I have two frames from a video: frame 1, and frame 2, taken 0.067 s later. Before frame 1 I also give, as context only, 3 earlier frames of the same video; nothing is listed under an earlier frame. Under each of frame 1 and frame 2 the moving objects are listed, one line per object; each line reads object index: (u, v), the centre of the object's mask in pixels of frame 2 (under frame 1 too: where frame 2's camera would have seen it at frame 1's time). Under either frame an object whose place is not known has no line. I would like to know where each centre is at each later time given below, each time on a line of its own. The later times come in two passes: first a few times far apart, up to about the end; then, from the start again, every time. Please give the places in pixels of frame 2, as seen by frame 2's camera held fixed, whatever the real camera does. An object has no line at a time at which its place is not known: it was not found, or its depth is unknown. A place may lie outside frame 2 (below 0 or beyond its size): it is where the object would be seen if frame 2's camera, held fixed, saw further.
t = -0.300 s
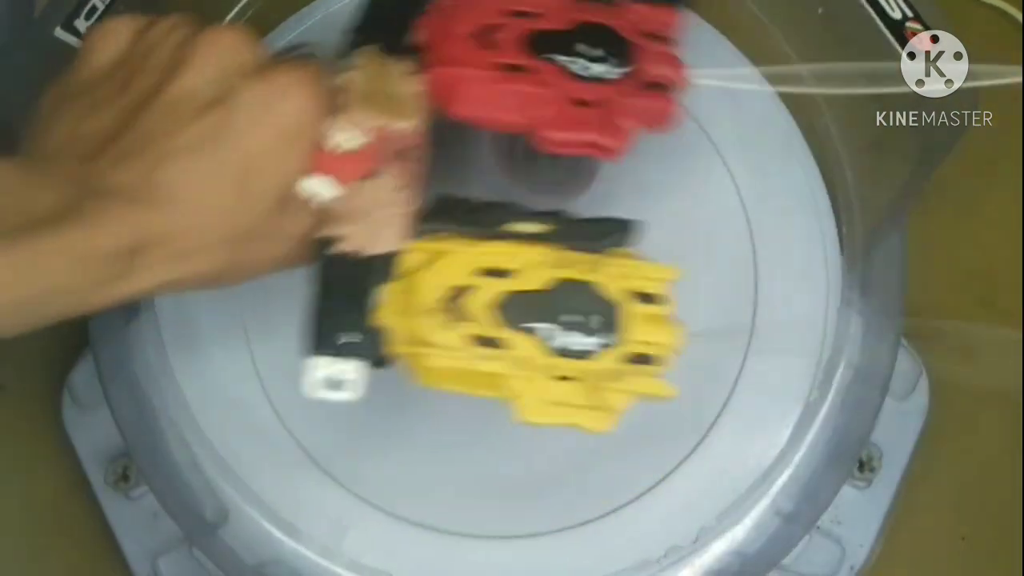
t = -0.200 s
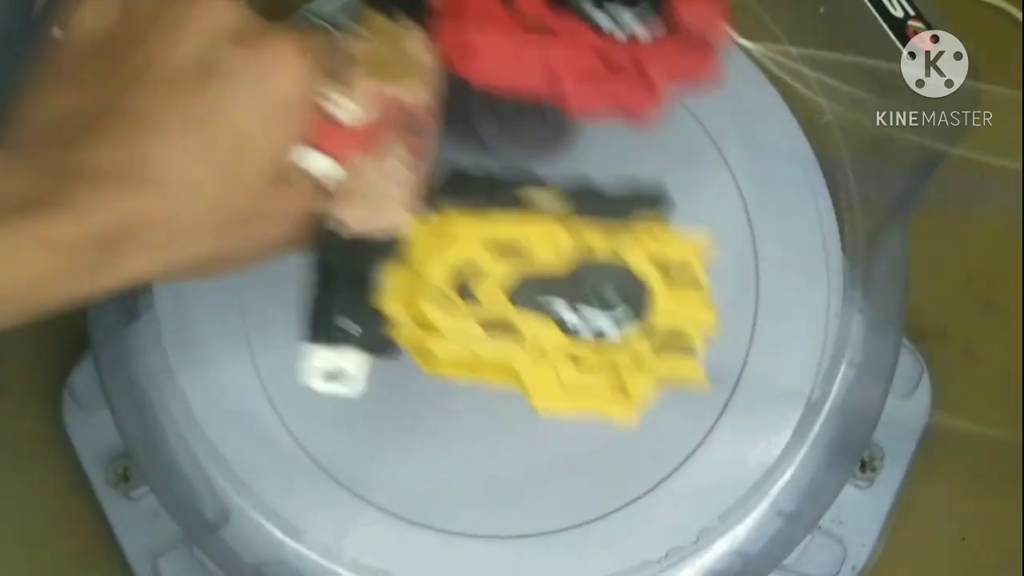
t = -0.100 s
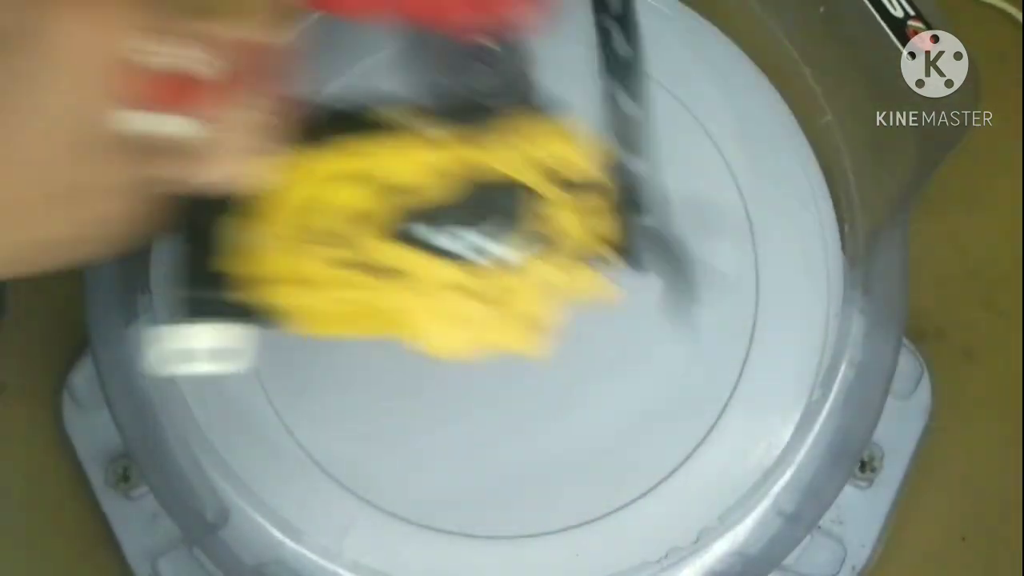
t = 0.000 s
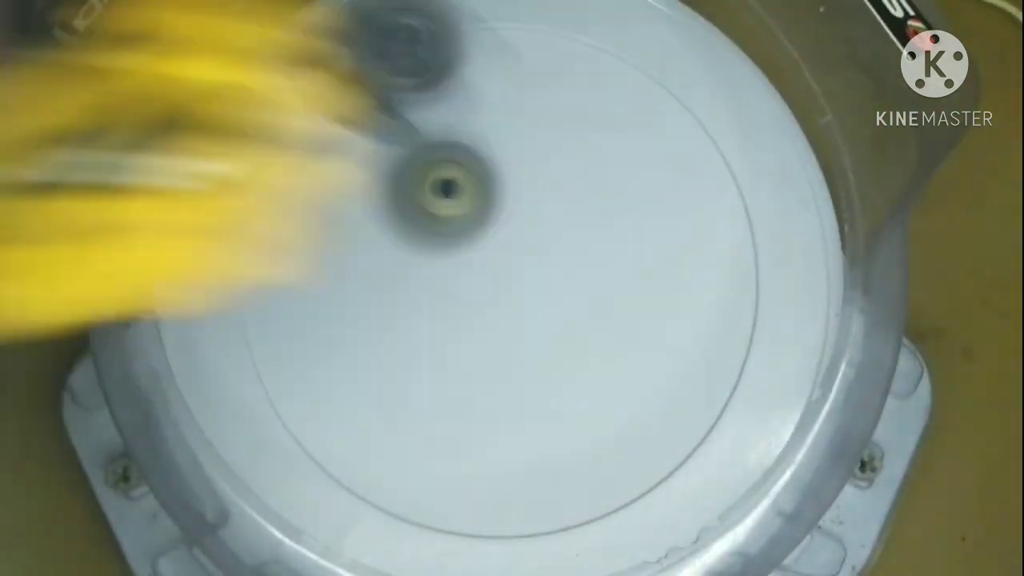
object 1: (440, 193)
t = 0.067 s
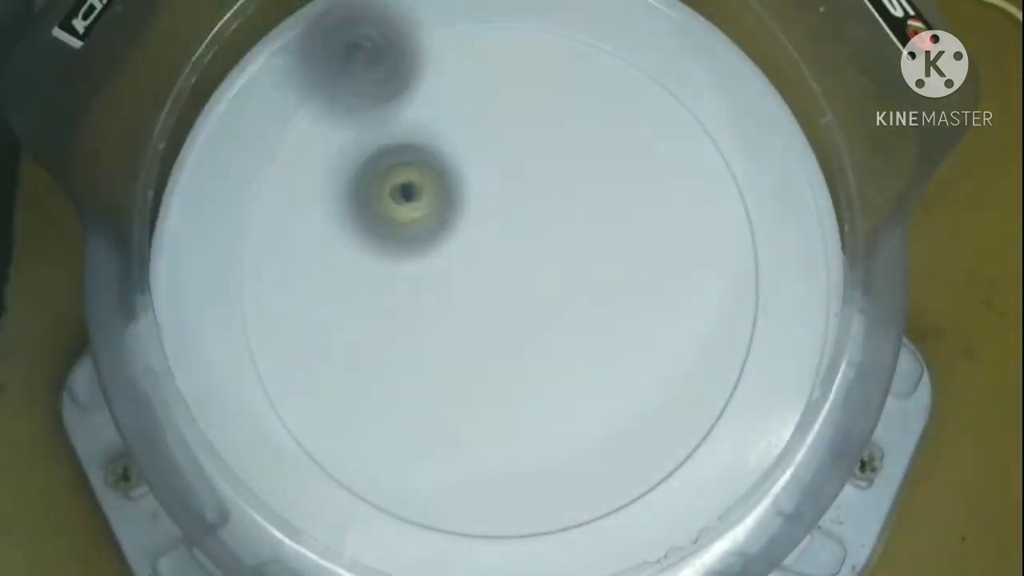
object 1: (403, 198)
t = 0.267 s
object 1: (424, 381)
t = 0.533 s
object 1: (689, 291)
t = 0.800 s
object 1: (686, 151)
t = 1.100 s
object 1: (586, 169)
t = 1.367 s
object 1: (682, 372)
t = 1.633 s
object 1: (673, 307)
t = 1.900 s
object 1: (530, 406)
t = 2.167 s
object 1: (541, 465)
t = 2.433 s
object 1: (432, 326)
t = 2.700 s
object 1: (305, 353)
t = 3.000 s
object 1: (349, 255)
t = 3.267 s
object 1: (280, 175)
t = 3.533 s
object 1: (380, 175)
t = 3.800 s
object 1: (474, 80)
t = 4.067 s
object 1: (506, 99)
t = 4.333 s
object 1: (622, 69)
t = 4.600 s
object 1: (595, 134)
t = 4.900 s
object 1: (660, 284)
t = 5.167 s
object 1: (700, 353)
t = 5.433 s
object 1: (590, 358)
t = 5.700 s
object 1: (441, 382)
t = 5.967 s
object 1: (366, 395)
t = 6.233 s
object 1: (383, 300)
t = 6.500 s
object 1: (393, 175)
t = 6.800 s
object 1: (415, 122)
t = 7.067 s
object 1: (522, 161)
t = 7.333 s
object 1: (631, 178)
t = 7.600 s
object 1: (638, 222)
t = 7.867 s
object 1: (595, 324)
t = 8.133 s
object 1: (554, 397)
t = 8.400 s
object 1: (482, 370)
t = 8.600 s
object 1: (418, 328)
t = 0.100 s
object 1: (388, 207)
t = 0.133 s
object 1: (376, 218)
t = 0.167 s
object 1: (374, 264)
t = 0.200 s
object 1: (383, 312)
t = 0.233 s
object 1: (398, 349)
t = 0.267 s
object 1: (424, 381)
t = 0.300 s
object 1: (461, 400)
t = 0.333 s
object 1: (501, 412)
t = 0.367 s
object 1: (545, 412)
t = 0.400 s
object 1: (585, 404)
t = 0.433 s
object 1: (621, 384)
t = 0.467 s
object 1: (652, 358)
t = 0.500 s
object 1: (675, 332)
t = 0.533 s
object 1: (689, 291)
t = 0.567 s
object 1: (693, 253)
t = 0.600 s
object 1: (687, 216)
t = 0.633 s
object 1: (667, 183)
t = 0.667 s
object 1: (644, 156)
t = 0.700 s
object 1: (626, 140)
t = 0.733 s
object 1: (650, 144)
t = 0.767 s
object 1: (671, 150)
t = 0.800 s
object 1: (686, 151)
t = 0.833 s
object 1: (688, 148)
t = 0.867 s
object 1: (687, 138)
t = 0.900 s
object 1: (680, 127)
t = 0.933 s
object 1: (669, 122)
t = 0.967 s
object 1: (653, 121)
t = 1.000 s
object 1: (636, 125)
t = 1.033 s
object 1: (618, 135)
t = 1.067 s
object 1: (599, 152)
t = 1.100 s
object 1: (586, 169)
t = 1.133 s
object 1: (577, 197)
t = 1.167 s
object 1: (581, 236)
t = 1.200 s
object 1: (590, 271)
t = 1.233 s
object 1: (601, 297)
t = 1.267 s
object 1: (617, 322)
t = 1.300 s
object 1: (637, 344)
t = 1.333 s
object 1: (658, 360)
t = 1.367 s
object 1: (682, 372)
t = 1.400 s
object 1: (708, 384)
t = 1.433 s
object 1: (725, 375)
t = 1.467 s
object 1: (724, 350)
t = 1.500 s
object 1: (722, 333)
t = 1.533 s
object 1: (720, 322)
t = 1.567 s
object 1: (709, 314)
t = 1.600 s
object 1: (693, 307)
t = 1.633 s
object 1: (673, 307)
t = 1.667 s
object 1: (651, 310)
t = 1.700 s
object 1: (628, 316)
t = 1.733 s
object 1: (606, 325)
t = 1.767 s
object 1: (586, 338)
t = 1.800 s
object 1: (568, 353)
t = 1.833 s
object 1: (554, 368)
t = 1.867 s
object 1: (540, 387)
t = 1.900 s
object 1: (530, 406)
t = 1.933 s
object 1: (524, 423)
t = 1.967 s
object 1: (522, 440)
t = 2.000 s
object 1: (522, 456)
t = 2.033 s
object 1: (524, 468)
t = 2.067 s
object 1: (528, 476)
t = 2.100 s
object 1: (533, 479)
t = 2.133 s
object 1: (539, 476)
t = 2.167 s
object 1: (541, 465)
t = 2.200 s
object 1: (541, 448)
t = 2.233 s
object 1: (537, 428)
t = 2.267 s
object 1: (528, 406)
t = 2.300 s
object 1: (516, 386)
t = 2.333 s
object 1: (499, 367)
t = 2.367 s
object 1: (479, 349)
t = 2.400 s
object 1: (457, 337)
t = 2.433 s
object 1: (432, 326)
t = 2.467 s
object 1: (409, 320)
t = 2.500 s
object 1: (385, 317)
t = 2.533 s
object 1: (364, 317)
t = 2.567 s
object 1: (345, 320)
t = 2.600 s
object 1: (330, 325)
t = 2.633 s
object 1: (316, 332)
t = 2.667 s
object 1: (307, 342)
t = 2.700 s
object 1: (305, 353)
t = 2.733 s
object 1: (309, 361)
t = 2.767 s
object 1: (319, 366)
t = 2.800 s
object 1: (335, 366)
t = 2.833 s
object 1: (353, 359)
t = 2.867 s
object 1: (369, 347)
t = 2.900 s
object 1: (383, 329)
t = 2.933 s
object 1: (370, 298)
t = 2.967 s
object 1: (360, 273)
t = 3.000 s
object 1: (349, 255)
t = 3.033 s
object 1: (340, 238)
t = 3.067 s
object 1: (330, 222)
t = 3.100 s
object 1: (320, 207)
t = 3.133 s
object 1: (311, 196)
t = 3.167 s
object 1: (301, 186)
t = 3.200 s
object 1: (293, 180)
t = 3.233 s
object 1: (285, 176)
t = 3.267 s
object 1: (280, 175)
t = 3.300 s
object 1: (280, 176)
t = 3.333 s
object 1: (285, 180)
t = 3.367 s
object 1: (297, 184)
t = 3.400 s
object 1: (313, 187)
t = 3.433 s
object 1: (330, 190)
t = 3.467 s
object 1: (352, 190)
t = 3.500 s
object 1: (370, 185)
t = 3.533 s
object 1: (380, 175)
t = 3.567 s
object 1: (395, 164)
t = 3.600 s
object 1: (408, 152)
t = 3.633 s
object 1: (420, 139)
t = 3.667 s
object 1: (434, 125)
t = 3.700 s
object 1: (446, 112)
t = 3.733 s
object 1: (456, 99)
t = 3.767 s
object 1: (468, 89)
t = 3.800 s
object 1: (474, 80)
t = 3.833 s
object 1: (478, 70)
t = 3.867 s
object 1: (483, 64)
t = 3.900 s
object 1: (486, 61)
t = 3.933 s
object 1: (488, 61)
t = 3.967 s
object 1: (489, 66)
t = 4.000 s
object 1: (491, 74)
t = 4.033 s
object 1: (498, 86)
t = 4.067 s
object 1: (506, 99)
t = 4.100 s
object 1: (516, 111)
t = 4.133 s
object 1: (528, 125)
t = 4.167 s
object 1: (541, 133)
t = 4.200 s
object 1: (567, 117)
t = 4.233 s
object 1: (588, 102)
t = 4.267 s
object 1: (603, 89)
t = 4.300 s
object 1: (613, 79)
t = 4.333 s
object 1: (622, 69)
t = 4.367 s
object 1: (625, 59)
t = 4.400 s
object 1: (618, 60)
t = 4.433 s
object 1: (604, 70)
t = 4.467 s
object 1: (593, 80)
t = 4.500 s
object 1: (590, 91)
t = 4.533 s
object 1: (590, 102)
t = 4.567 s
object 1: (592, 116)
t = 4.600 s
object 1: (595, 134)
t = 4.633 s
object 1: (598, 152)
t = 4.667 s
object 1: (605, 169)
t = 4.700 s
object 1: (611, 187)
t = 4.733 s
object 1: (619, 204)
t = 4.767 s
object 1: (626, 222)
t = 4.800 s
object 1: (634, 238)
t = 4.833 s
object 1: (643, 254)
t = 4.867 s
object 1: (651, 269)
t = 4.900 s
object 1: (660, 284)
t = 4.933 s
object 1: (668, 297)
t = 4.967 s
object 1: (677, 310)
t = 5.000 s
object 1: (686, 321)
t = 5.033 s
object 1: (695, 332)
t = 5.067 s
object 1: (701, 340)
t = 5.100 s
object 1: (705, 345)
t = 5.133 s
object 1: (703, 350)
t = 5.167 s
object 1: (700, 353)
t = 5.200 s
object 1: (693, 354)
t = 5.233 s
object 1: (686, 355)
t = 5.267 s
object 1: (673, 357)
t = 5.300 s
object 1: (659, 357)
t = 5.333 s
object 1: (644, 356)
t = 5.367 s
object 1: (627, 358)
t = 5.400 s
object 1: (608, 358)
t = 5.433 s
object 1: (590, 358)
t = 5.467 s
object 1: (571, 360)
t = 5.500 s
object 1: (551, 362)
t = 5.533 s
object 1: (532, 365)
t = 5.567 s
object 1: (512, 368)
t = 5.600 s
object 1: (492, 371)
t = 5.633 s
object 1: (475, 374)
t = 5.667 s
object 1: (458, 378)
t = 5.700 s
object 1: (441, 382)
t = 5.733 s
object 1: (425, 387)
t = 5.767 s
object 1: (411, 392)
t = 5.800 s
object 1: (398, 396)
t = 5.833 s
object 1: (388, 399)
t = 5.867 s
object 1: (379, 400)
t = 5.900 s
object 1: (371, 401)
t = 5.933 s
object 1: (367, 399)
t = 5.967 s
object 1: (366, 395)
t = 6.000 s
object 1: (366, 388)
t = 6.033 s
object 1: (367, 379)
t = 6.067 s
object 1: (369, 369)
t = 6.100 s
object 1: (372, 357)
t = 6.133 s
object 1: (375, 345)
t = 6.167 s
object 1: (378, 331)
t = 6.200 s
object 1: (380, 316)
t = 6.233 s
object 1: (383, 300)
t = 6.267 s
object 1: (385, 283)
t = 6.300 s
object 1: (387, 267)
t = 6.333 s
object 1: (389, 250)
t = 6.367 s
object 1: (389, 234)
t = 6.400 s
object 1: (390, 219)
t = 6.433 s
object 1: (391, 203)
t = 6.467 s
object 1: (391, 188)
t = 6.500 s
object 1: (393, 175)
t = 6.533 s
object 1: (393, 160)
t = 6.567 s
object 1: (392, 150)
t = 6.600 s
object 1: (393, 139)
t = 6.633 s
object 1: (394, 131)
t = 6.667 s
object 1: (395, 124)
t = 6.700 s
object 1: (397, 120)
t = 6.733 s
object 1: (399, 118)
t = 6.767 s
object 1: (407, 120)
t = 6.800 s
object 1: (415, 122)
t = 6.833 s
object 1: (424, 126)
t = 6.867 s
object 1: (436, 130)
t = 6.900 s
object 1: (449, 135)
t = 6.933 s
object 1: (462, 139)
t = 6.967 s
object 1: (476, 146)
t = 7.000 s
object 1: (490, 151)
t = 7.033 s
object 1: (506, 156)
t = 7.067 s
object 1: (522, 161)
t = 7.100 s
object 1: (538, 164)
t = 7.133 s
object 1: (554, 167)
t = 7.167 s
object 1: (569, 170)
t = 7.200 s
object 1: (584, 172)
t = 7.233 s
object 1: (598, 174)
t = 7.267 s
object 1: (610, 175)
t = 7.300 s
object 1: (622, 177)
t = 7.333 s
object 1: (631, 178)
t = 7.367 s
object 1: (641, 180)
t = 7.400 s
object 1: (646, 182)
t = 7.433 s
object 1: (649, 186)
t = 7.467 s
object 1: (650, 190)
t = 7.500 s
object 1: (650, 197)
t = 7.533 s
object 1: (647, 204)
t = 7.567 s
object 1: (643, 213)
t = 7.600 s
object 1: (638, 222)
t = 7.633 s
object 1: (633, 233)
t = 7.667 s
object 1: (628, 244)
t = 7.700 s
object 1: (623, 257)
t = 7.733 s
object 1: (618, 270)
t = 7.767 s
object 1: (612, 283)
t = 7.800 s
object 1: (606, 295)
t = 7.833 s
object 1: (601, 310)
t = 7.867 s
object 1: (595, 324)
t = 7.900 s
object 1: (590, 335)
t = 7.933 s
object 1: (585, 349)
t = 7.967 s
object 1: (580, 360)
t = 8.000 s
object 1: (575, 371)
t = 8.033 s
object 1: (571, 380)
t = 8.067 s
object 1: (565, 388)
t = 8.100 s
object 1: (560, 393)
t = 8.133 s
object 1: (554, 397)
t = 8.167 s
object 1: (547, 400)
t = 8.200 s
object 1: (539, 399)
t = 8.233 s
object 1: (531, 396)
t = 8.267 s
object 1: (522, 394)
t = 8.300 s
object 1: (513, 390)
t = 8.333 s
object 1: (503, 384)
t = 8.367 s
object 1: (493, 377)
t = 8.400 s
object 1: (482, 370)
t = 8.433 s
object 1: (471, 364)
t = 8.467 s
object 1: (460, 357)
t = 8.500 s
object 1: (450, 350)
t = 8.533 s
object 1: (440, 342)
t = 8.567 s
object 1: (429, 336)
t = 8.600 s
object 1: (418, 328)
